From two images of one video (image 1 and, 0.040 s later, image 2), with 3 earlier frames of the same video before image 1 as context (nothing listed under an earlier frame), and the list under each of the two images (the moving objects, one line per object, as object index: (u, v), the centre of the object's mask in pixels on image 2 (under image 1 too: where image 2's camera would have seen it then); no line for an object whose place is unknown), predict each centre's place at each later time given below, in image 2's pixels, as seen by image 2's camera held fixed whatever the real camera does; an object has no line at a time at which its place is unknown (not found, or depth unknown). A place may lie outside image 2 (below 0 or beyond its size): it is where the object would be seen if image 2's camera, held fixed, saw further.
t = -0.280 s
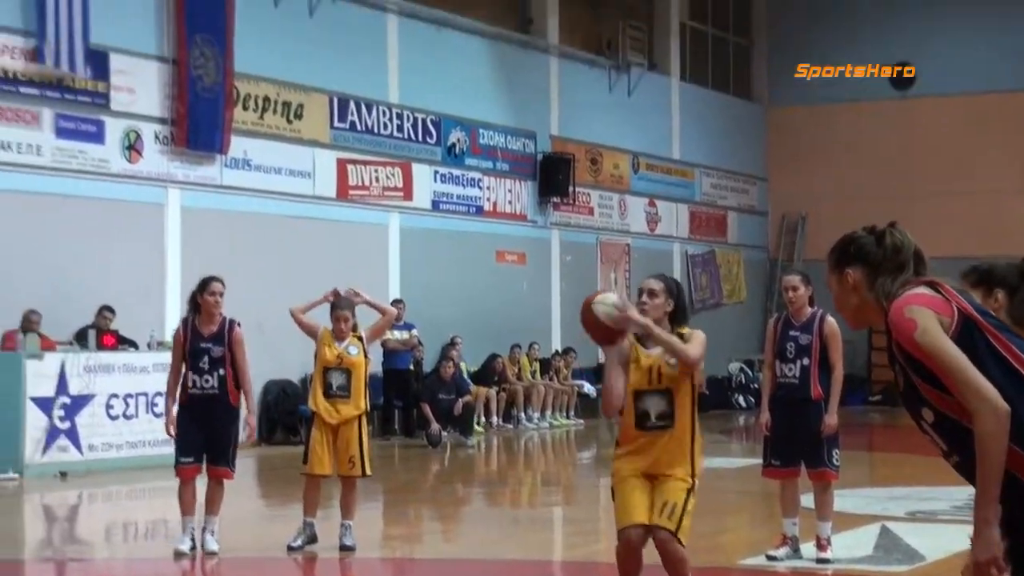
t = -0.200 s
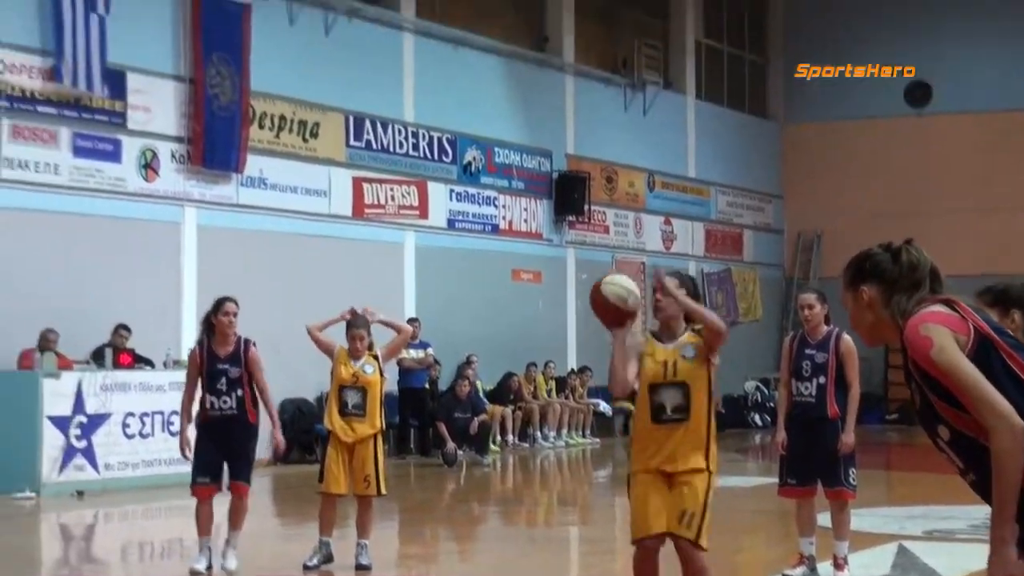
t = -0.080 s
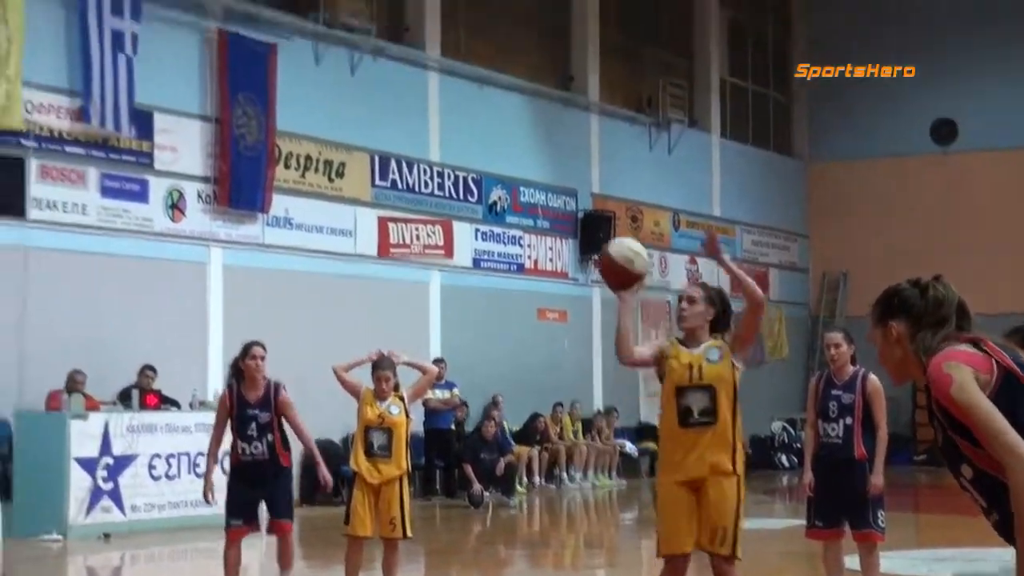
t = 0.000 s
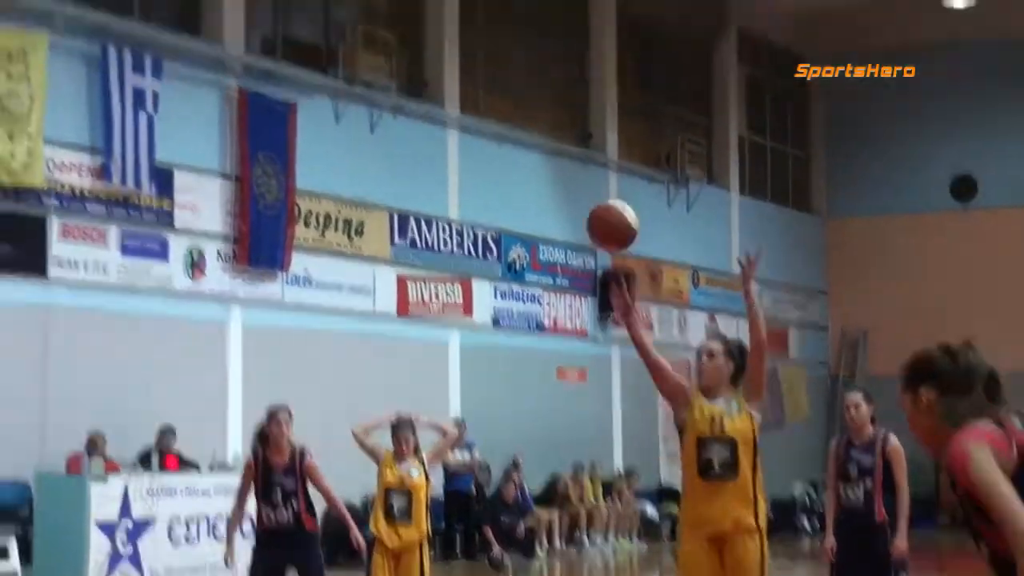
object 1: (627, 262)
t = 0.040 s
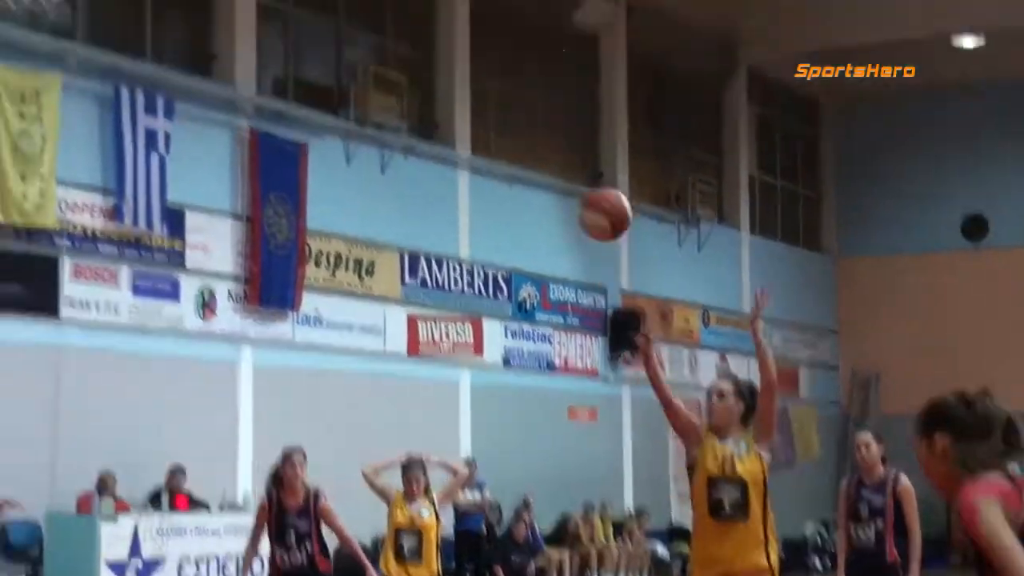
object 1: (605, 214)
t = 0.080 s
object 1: (586, 166)
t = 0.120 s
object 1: (567, 117)
